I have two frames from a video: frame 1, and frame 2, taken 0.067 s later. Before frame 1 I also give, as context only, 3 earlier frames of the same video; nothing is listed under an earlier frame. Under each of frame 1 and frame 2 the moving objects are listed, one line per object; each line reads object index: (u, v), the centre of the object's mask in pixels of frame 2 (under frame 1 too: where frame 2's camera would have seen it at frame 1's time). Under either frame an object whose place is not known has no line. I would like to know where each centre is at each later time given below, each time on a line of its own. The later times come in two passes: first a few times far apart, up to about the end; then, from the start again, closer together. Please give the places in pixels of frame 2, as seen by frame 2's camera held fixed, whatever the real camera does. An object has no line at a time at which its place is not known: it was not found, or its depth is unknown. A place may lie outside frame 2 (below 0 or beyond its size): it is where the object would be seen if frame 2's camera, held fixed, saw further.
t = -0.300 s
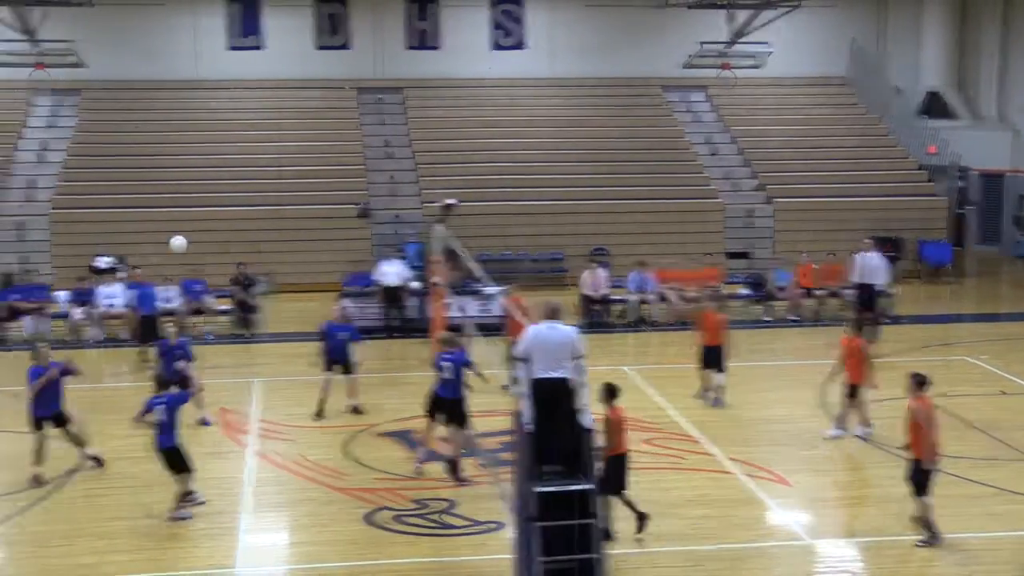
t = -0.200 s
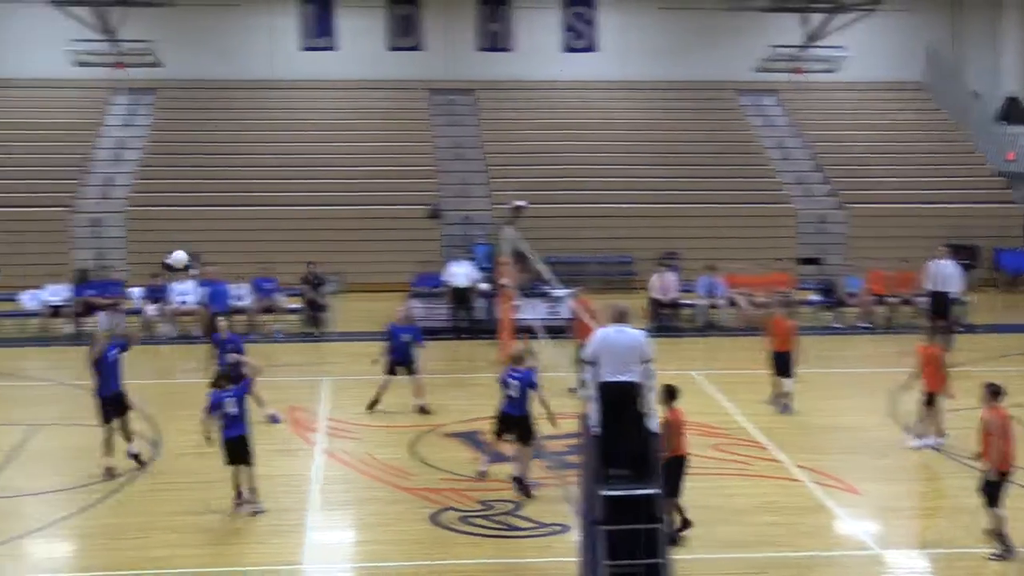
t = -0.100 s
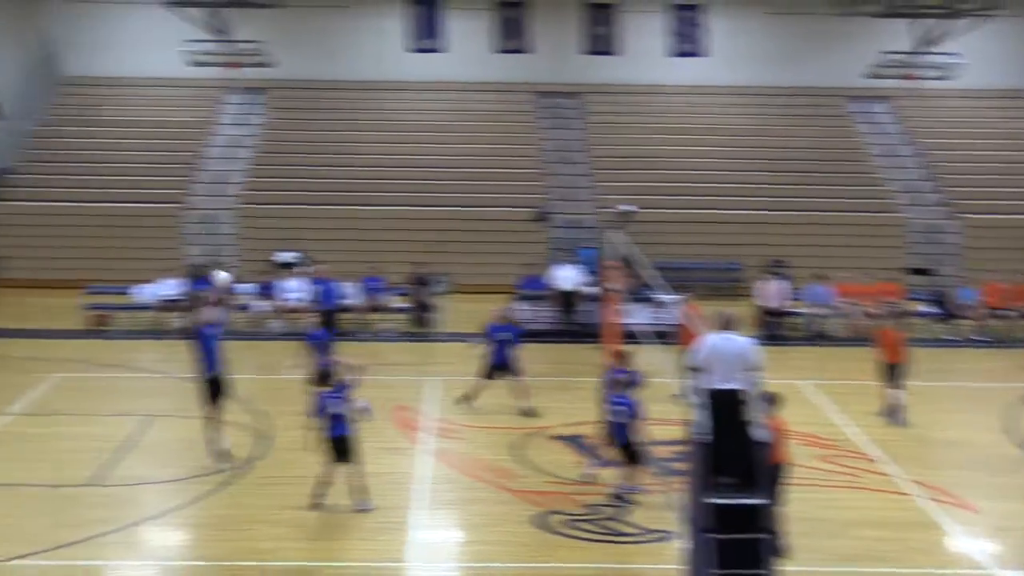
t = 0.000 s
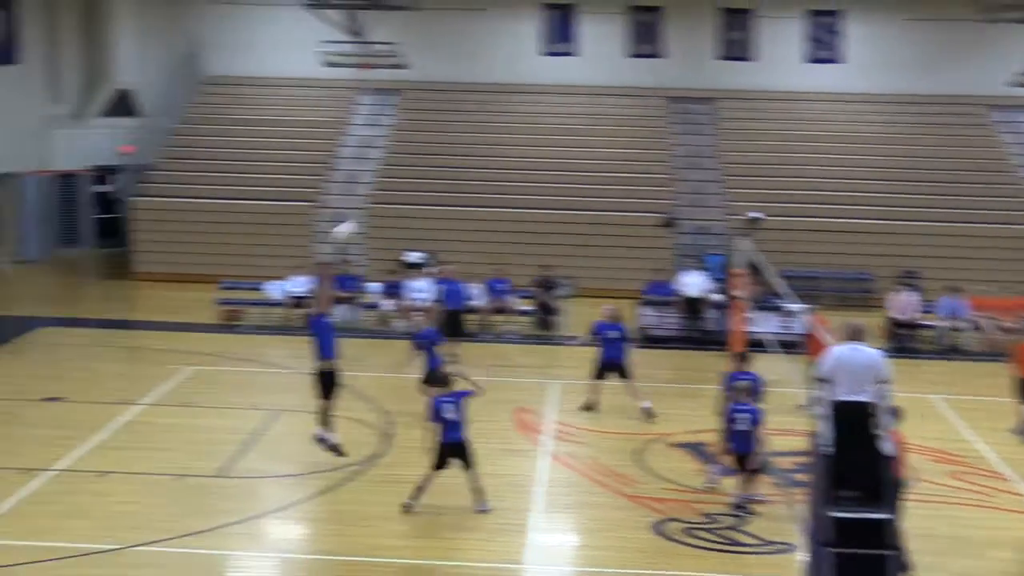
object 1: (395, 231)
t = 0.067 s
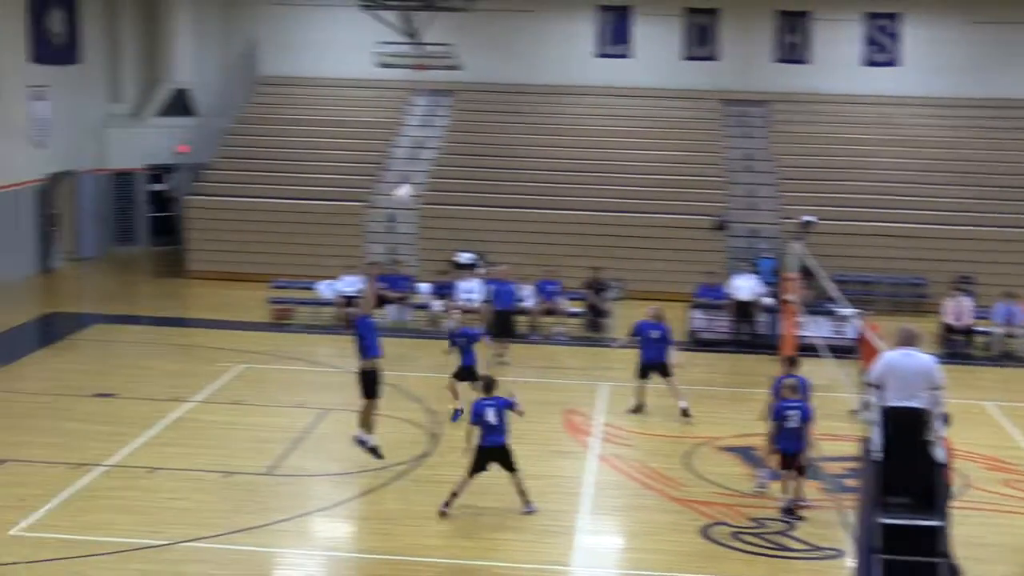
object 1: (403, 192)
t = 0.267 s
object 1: (425, 98)
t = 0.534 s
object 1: (453, 25)
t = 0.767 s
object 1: (476, 7)
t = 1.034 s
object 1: (500, 39)
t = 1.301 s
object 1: (522, 133)
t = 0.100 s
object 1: (406, 175)
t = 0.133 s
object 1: (411, 156)
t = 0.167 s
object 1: (415, 141)
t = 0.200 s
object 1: (418, 125)
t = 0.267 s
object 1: (425, 98)
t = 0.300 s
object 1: (428, 88)
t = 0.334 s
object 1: (433, 76)
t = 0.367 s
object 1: (436, 65)
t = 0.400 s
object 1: (439, 56)
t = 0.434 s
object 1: (443, 47)
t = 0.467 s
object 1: (447, 39)
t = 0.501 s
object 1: (450, 31)
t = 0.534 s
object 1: (453, 25)
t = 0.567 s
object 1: (457, 20)
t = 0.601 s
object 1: (460, 15)
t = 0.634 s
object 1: (463, 12)
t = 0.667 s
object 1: (467, 9)
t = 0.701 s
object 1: (469, 8)
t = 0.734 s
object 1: (473, 7)
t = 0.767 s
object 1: (476, 7)
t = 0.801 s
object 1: (479, 8)
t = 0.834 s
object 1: (482, 9)
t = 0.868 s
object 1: (485, 12)
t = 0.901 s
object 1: (488, 16)
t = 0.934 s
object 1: (491, 21)
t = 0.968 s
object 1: (494, 26)
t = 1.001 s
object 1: (497, 32)
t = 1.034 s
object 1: (500, 39)
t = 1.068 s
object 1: (503, 47)
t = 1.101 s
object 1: (506, 57)
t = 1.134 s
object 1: (509, 66)
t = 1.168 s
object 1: (511, 79)
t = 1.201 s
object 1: (514, 91)
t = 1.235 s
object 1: (516, 105)
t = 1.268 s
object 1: (519, 118)
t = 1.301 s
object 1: (522, 133)
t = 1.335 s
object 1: (524, 149)
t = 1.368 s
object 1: (527, 165)
